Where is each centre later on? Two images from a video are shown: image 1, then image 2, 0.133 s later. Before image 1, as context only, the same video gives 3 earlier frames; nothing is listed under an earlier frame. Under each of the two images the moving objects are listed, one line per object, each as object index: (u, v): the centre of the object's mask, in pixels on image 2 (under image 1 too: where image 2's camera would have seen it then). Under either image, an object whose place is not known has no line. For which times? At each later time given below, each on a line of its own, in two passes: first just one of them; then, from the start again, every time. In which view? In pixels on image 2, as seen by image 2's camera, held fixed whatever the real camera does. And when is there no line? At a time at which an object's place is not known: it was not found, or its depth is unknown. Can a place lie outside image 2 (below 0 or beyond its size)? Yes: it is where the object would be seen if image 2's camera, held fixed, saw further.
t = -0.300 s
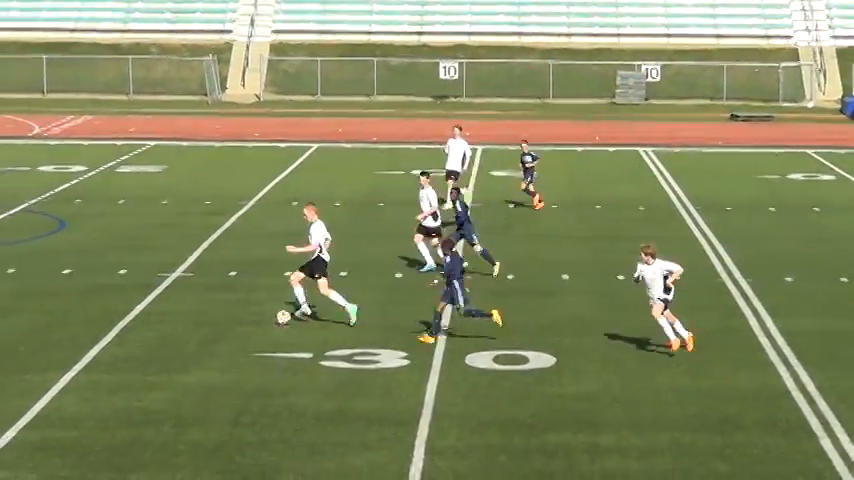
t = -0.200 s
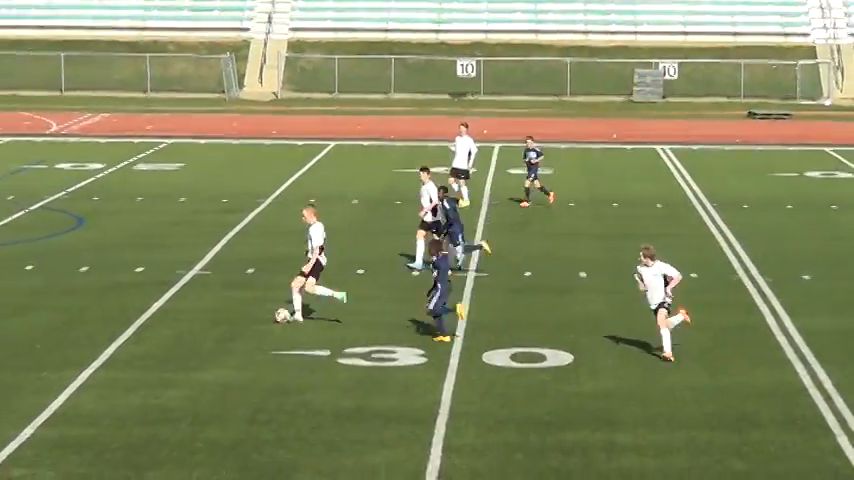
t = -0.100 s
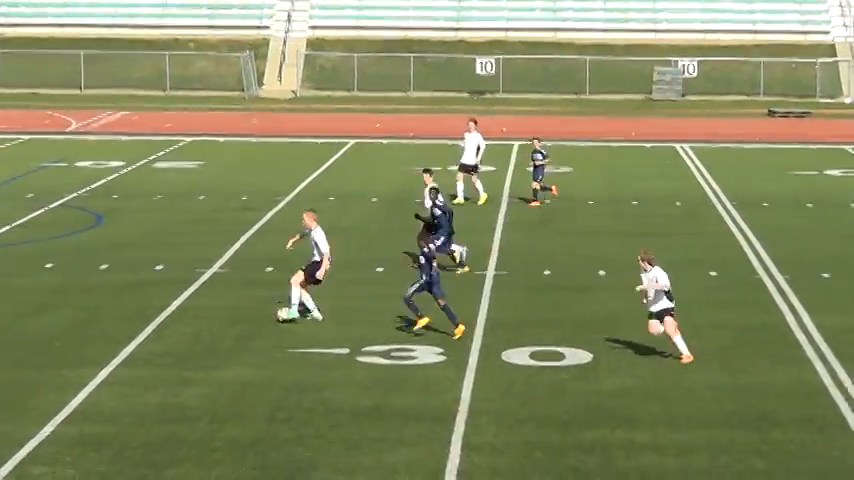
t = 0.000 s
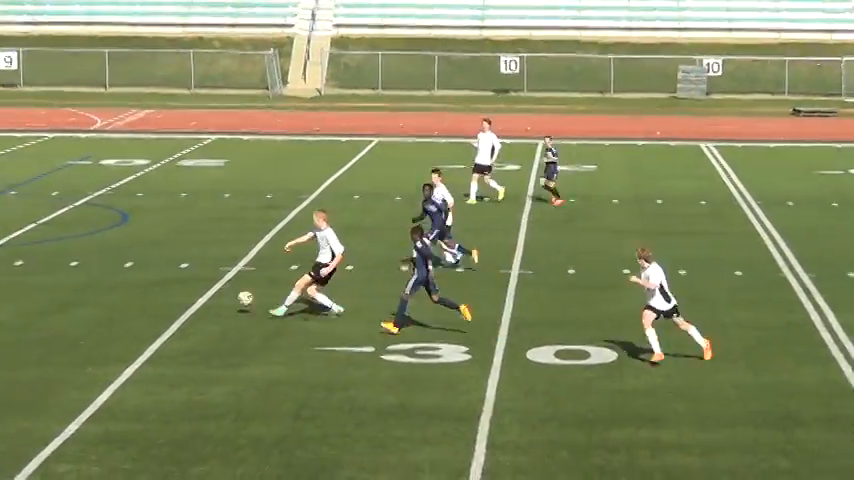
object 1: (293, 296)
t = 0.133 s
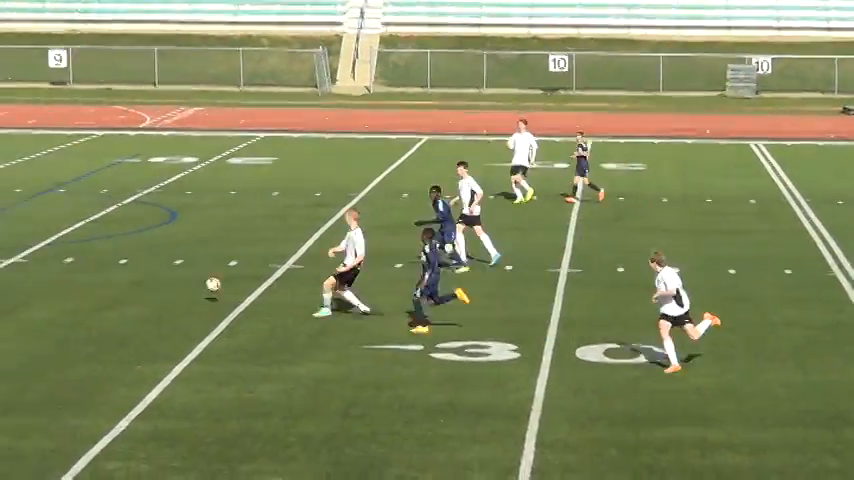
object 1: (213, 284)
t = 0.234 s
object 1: (155, 286)
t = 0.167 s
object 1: (193, 283)
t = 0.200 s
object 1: (175, 284)
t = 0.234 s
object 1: (155, 286)
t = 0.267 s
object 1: (137, 288)
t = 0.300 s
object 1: (123, 283)
